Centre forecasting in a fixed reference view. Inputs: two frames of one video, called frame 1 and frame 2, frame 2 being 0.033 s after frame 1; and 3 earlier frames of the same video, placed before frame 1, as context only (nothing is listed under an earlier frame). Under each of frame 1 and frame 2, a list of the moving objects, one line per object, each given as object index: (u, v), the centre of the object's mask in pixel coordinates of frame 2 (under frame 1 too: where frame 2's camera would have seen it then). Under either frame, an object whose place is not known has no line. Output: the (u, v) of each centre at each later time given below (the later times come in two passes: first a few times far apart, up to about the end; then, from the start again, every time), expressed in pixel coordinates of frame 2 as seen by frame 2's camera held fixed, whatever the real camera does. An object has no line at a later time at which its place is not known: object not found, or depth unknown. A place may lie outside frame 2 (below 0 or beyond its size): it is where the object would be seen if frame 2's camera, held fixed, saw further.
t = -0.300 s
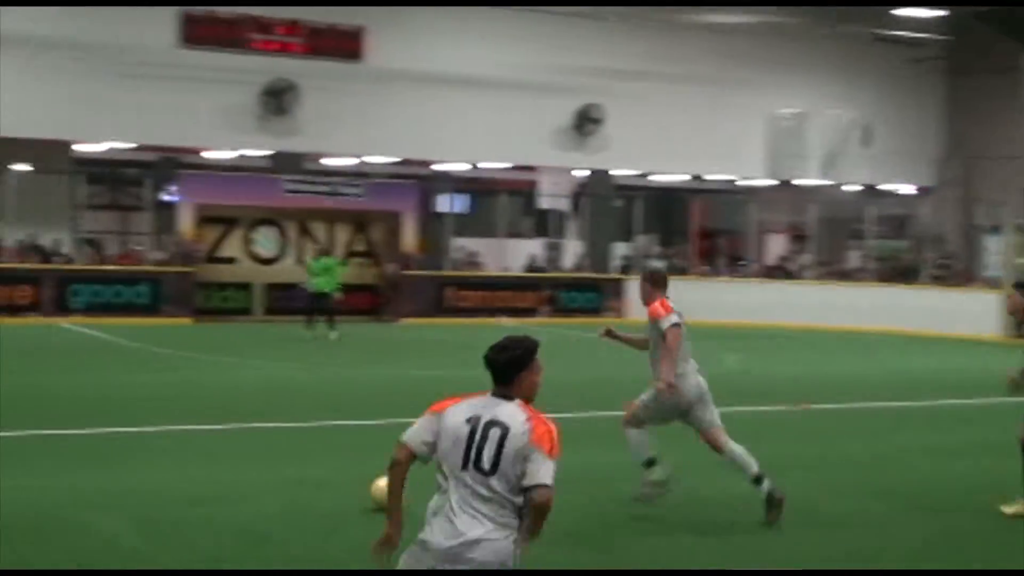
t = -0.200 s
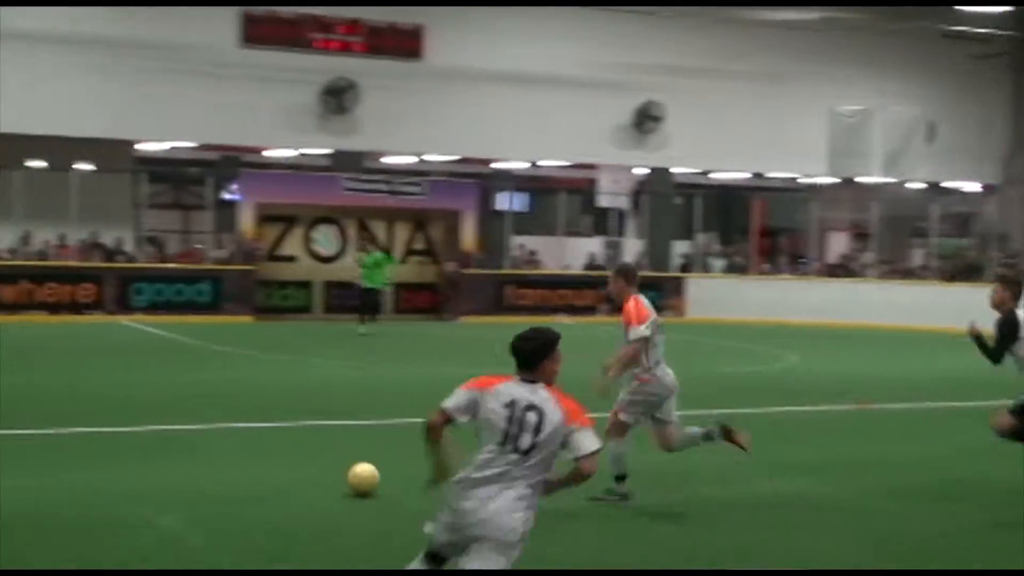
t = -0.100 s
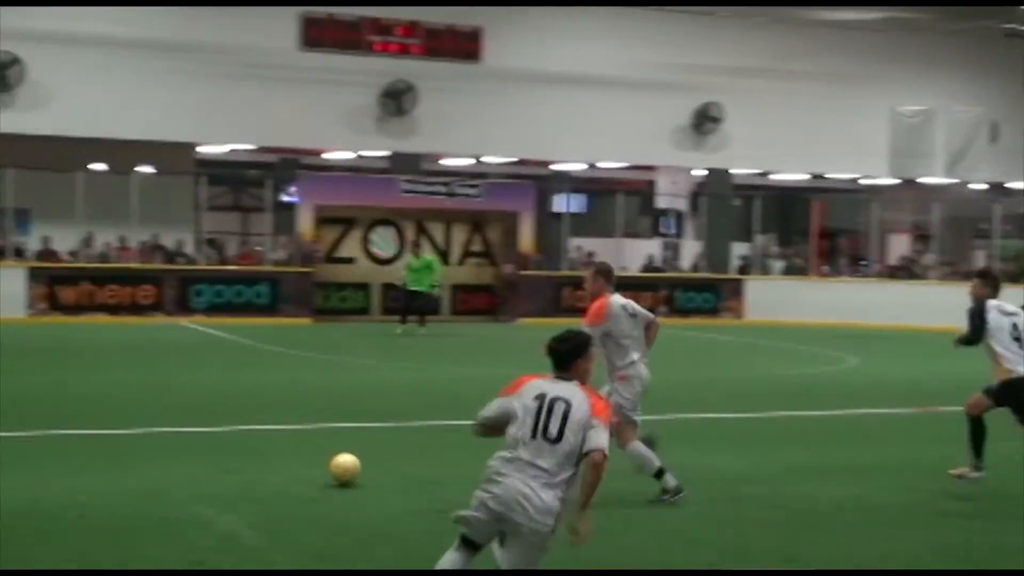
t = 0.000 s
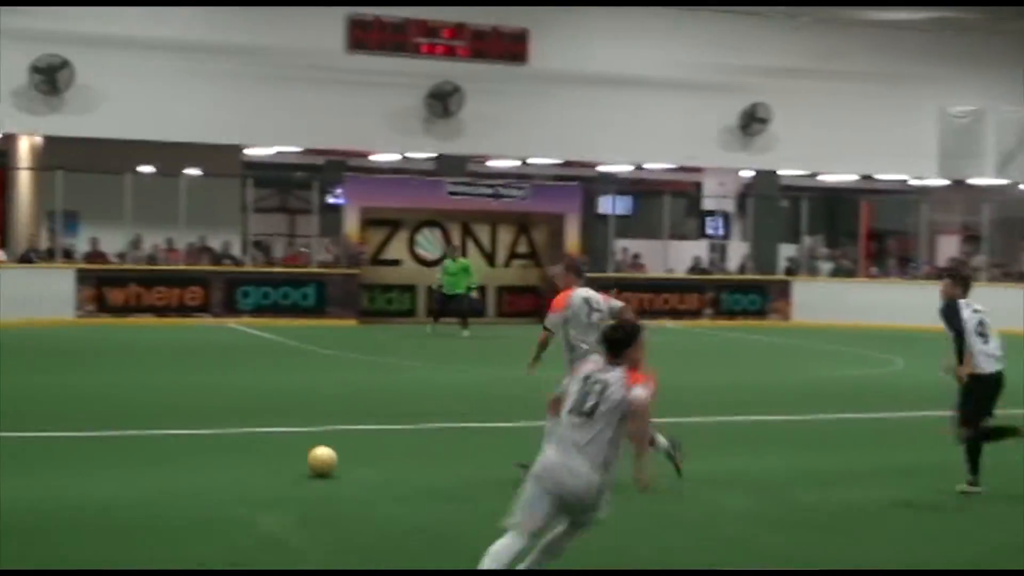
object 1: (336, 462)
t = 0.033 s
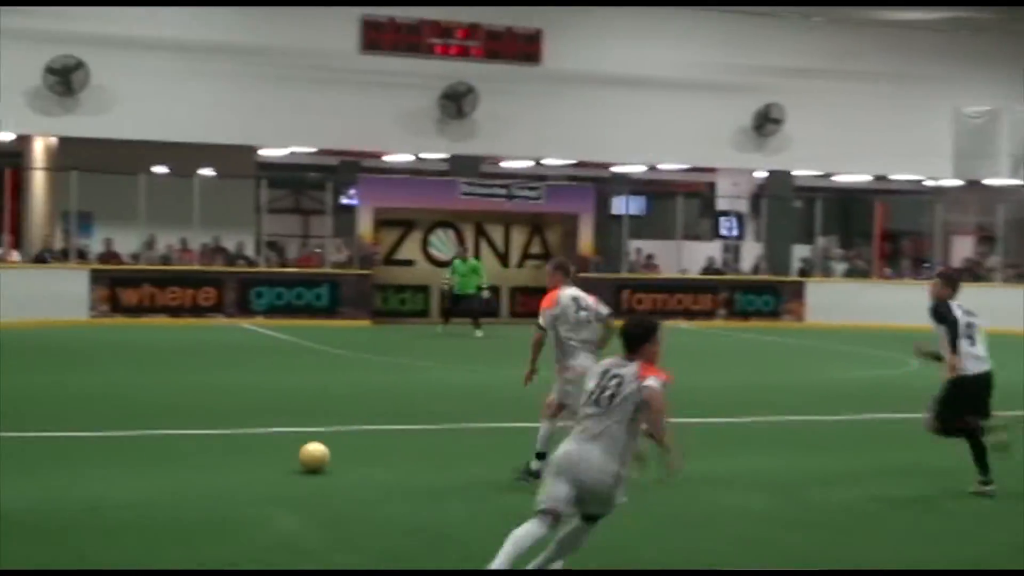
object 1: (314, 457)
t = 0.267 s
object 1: (178, 437)
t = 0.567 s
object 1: (36, 416)
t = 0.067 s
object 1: (293, 455)
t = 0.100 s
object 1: (272, 452)
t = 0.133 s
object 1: (252, 449)
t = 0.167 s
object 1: (232, 446)
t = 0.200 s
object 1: (214, 443)
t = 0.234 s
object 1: (195, 440)
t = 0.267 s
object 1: (178, 437)
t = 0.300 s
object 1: (160, 436)
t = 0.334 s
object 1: (143, 432)
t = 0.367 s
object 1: (126, 430)
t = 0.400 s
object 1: (110, 428)
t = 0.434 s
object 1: (95, 424)
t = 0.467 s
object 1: (80, 420)
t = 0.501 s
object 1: (64, 418)
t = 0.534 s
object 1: (51, 419)
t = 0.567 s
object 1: (36, 416)
